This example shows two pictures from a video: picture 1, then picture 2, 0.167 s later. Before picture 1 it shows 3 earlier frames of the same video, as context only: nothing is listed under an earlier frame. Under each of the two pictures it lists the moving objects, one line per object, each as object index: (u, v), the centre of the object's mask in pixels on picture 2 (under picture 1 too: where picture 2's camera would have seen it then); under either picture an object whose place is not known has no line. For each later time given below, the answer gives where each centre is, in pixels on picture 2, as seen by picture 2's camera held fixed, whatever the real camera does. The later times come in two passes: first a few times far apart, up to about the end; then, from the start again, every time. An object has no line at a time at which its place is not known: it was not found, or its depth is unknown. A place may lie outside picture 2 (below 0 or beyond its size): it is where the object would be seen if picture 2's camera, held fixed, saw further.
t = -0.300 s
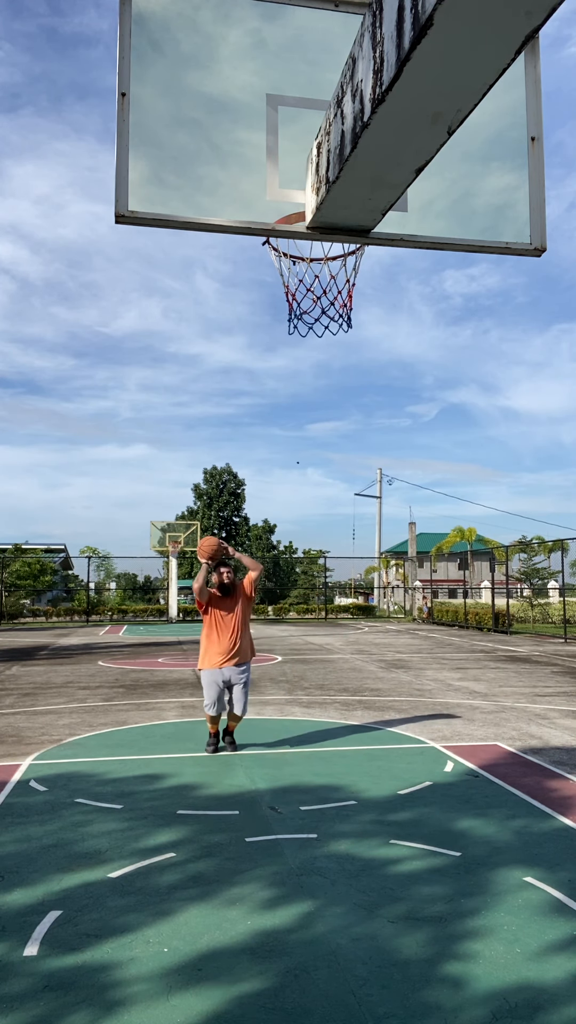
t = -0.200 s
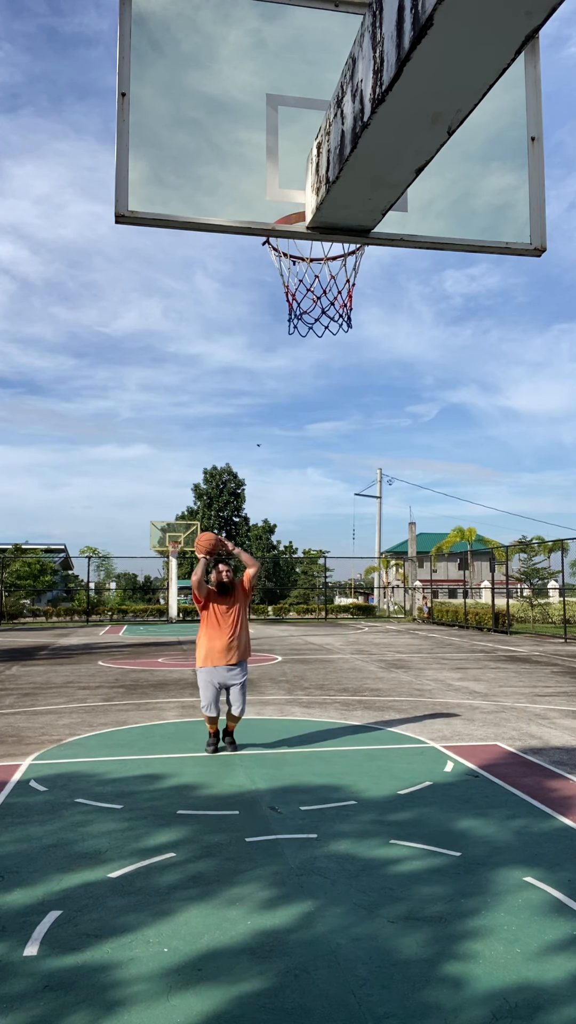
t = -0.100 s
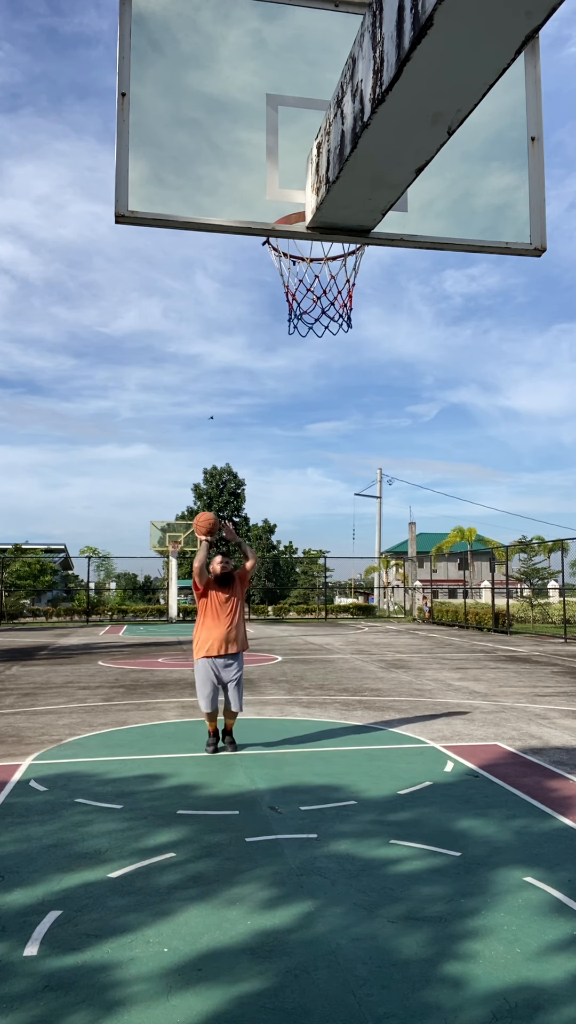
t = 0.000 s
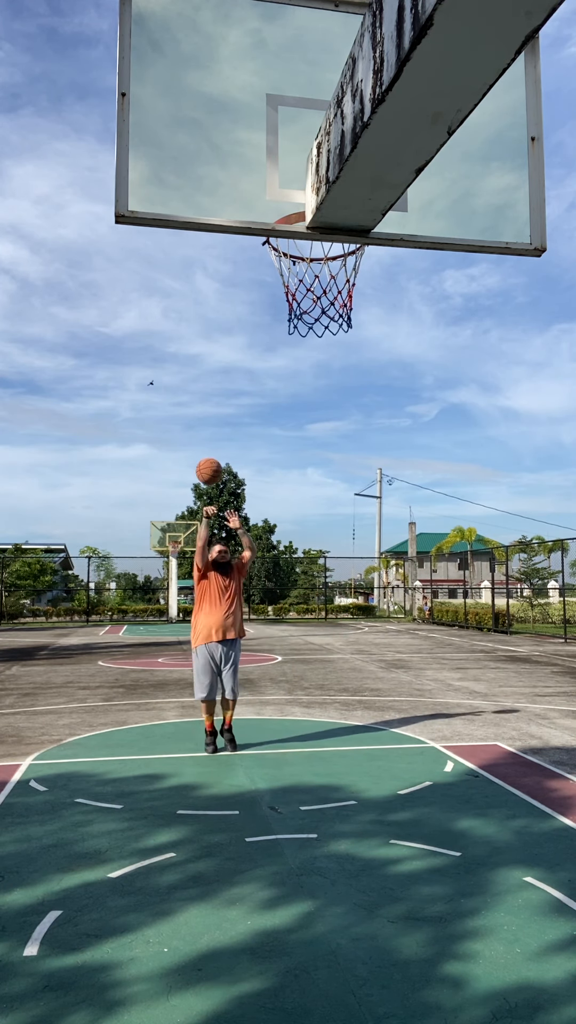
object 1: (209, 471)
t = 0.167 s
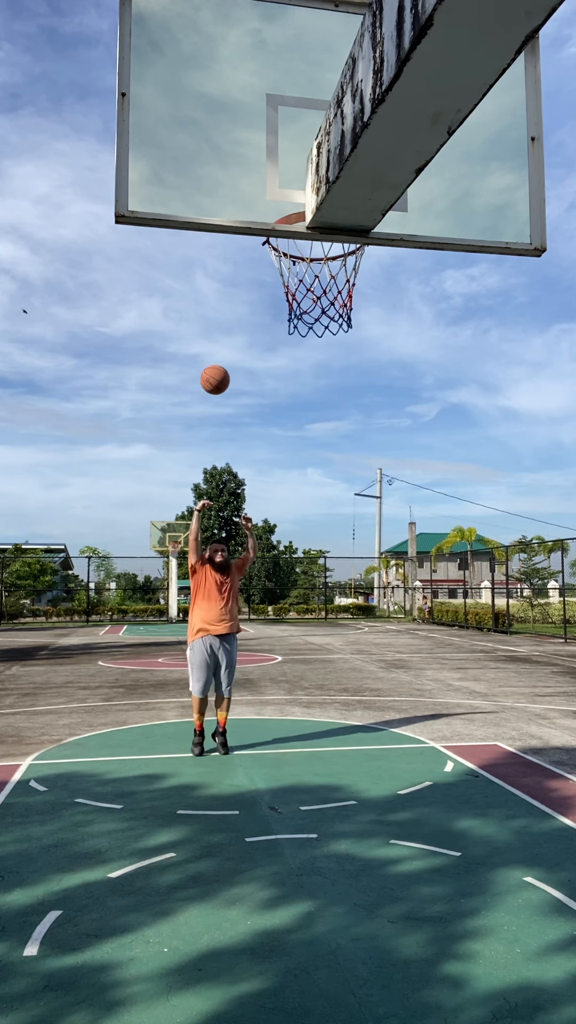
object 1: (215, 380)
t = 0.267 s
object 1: (219, 332)
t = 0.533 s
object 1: (230, 248)
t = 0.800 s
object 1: (237, 251)
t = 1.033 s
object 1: (101, 363)
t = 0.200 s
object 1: (216, 363)
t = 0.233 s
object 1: (217, 348)
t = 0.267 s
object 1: (219, 332)
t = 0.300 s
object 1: (220, 318)
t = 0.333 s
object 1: (221, 305)
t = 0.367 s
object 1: (222, 292)
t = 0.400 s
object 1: (224, 281)
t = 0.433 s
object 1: (225, 270)
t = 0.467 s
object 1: (226, 261)
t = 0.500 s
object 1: (228, 253)
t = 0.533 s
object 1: (230, 248)
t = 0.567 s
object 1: (231, 246)
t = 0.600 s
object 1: (233, 239)
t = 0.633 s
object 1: (235, 243)
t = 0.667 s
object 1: (237, 243)
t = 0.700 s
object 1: (239, 243)
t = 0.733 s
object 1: (242, 236)
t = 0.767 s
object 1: (244, 242)
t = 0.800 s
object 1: (237, 251)
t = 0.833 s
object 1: (220, 255)
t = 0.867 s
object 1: (202, 264)
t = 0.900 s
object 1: (183, 278)
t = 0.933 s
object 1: (164, 294)
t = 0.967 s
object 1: (143, 314)
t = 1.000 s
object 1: (123, 337)
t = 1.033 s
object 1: (101, 363)
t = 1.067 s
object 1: (79, 394)
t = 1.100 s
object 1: (55, 428)
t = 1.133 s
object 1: (30, 467)
